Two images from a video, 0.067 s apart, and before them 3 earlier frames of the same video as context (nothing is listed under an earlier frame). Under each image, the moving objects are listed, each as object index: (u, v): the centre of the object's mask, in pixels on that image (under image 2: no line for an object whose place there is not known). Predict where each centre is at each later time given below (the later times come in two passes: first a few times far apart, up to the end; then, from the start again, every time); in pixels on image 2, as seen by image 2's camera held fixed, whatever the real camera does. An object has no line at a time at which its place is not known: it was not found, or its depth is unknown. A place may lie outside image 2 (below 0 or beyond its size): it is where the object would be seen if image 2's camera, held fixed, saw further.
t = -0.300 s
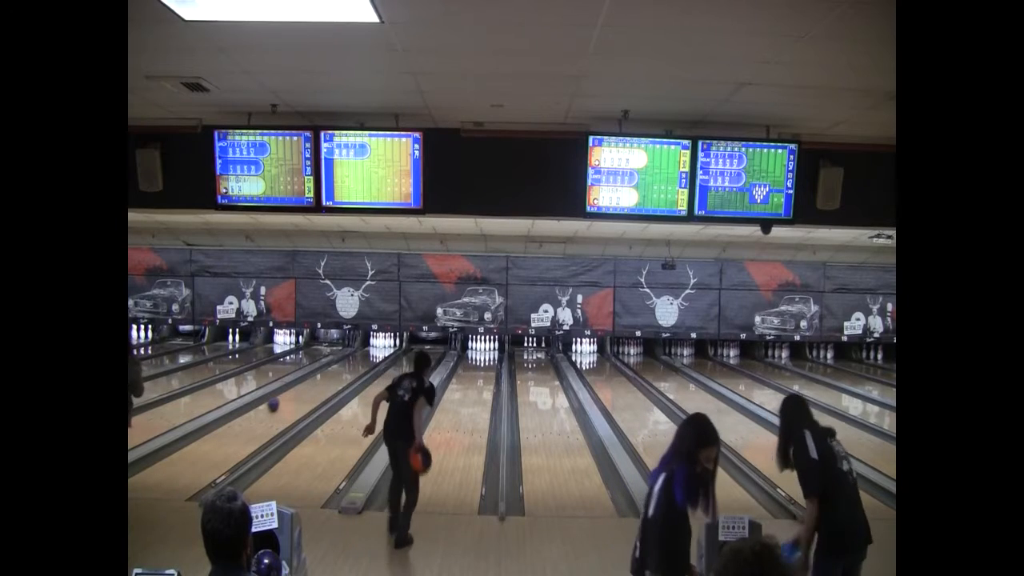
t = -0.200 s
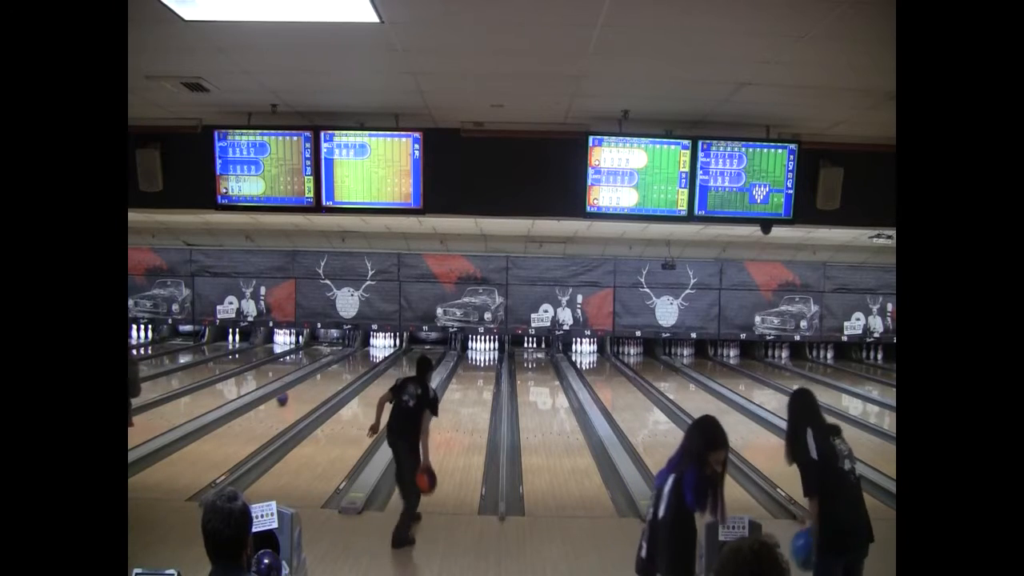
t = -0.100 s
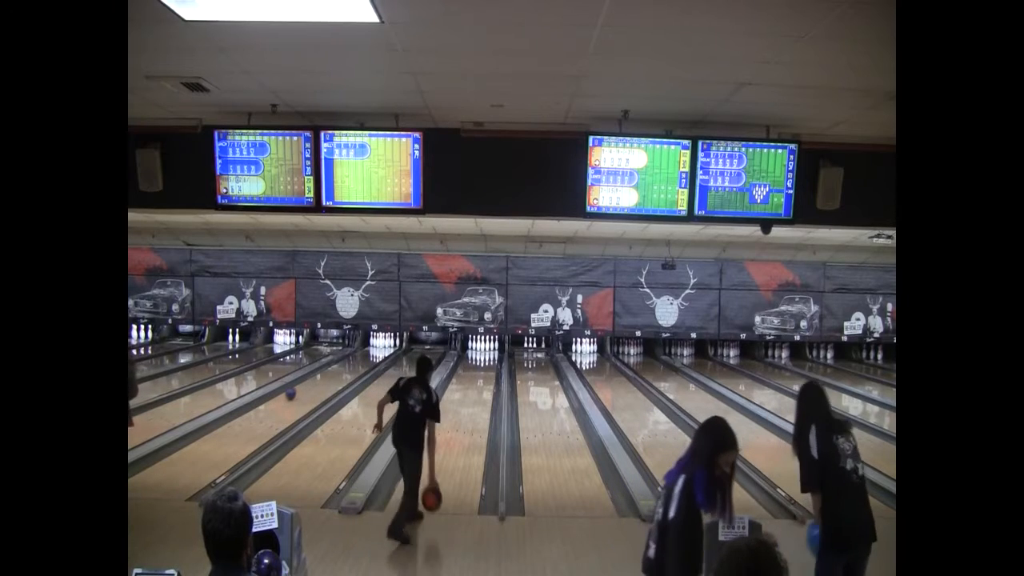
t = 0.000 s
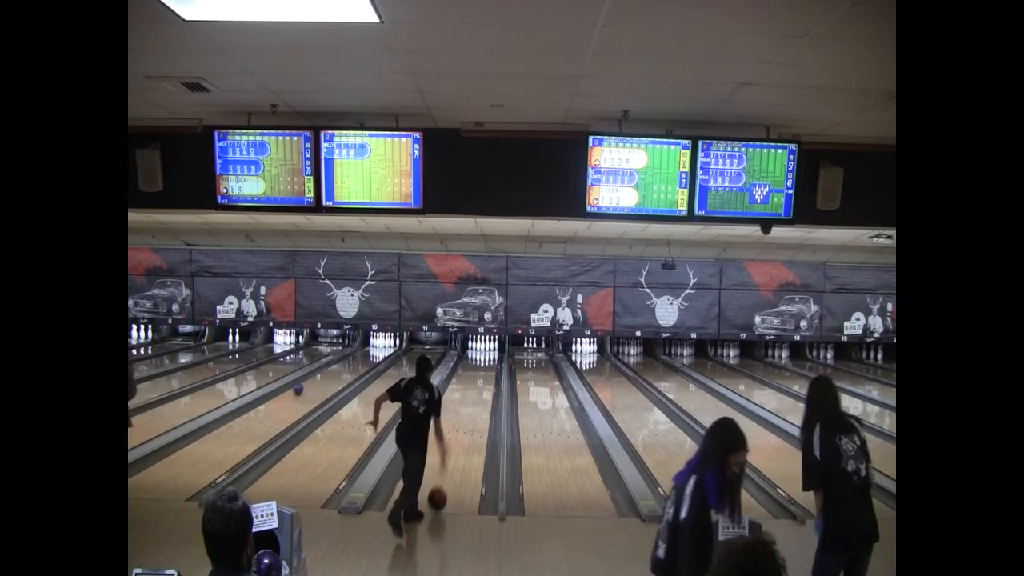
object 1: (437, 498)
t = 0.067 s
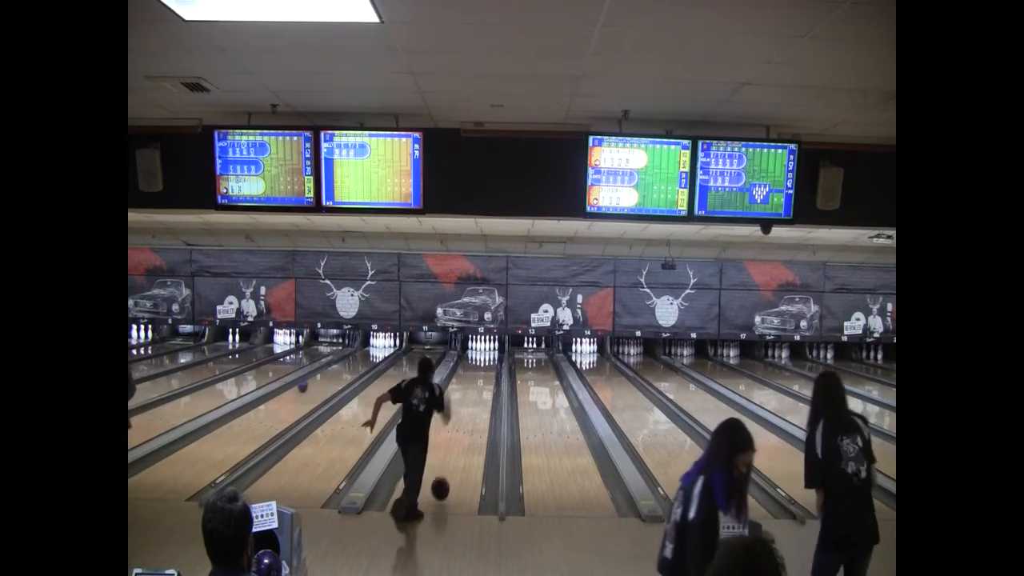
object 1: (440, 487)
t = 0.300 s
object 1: (450, 465)
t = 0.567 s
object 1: (458, 440)
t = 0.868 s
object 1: (466, 420)
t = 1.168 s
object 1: (471, 405)
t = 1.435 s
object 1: (476, 394)
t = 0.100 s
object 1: (442, 484)
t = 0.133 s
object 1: (443, 479)
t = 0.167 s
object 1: (445, 476)
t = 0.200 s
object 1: (446, 473)
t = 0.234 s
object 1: (448, 469)
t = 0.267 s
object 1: (449, 466)
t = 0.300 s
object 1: (450, 465)
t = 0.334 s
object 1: (451, 459)
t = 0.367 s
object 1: (452, 456)
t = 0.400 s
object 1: (453, 453)
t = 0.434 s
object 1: (454, 449)
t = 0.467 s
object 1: (456, 446)
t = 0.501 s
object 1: (456, 446)
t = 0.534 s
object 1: (457, 443)
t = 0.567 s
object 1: (458, 440)
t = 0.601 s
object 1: (459, 438)
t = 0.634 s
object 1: (460, 436)
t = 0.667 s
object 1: (461, 433)
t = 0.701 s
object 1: (462, 431)
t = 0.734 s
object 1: (463, 430)
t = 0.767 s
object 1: (464, 428)
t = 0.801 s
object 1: (465, 424)
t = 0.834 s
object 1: (465, 422)
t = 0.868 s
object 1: (466, 420)
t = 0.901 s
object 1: (466, 418)
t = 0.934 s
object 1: (467, 416)
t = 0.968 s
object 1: (468, 415)
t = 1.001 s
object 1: (468, 413)
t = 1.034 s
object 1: (469, 411)
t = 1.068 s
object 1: (470, 410)
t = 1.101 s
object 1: (470, 408)
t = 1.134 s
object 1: (471, 406)
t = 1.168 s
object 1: (471, 405)
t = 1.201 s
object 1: (472, 403)
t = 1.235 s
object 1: (473, 402)
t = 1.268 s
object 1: (473, 400)
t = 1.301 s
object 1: (474, 399)
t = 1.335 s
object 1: (474, 397)
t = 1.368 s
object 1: (475, 396)
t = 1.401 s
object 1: (475, 395)
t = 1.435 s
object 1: (476, 394)
